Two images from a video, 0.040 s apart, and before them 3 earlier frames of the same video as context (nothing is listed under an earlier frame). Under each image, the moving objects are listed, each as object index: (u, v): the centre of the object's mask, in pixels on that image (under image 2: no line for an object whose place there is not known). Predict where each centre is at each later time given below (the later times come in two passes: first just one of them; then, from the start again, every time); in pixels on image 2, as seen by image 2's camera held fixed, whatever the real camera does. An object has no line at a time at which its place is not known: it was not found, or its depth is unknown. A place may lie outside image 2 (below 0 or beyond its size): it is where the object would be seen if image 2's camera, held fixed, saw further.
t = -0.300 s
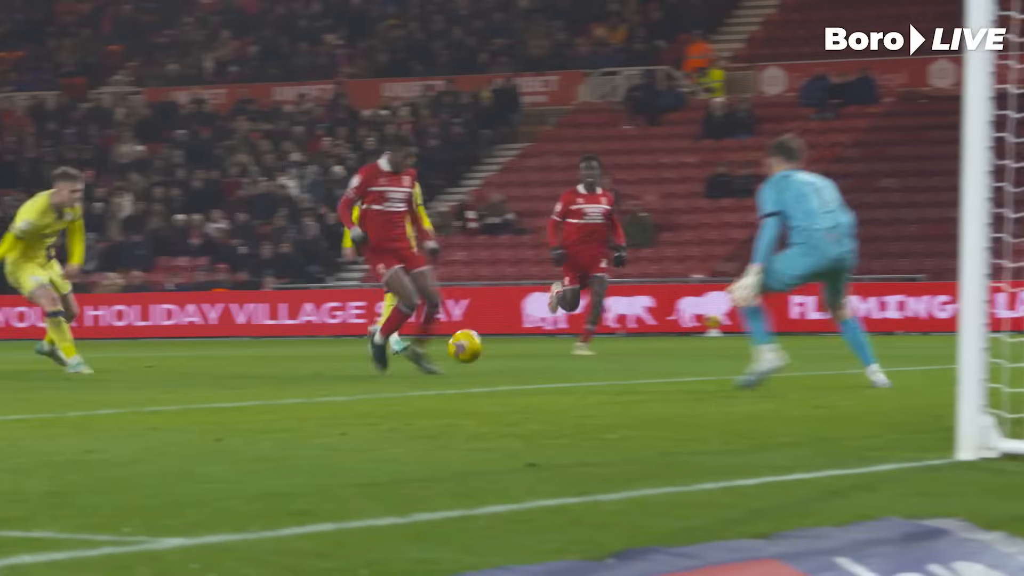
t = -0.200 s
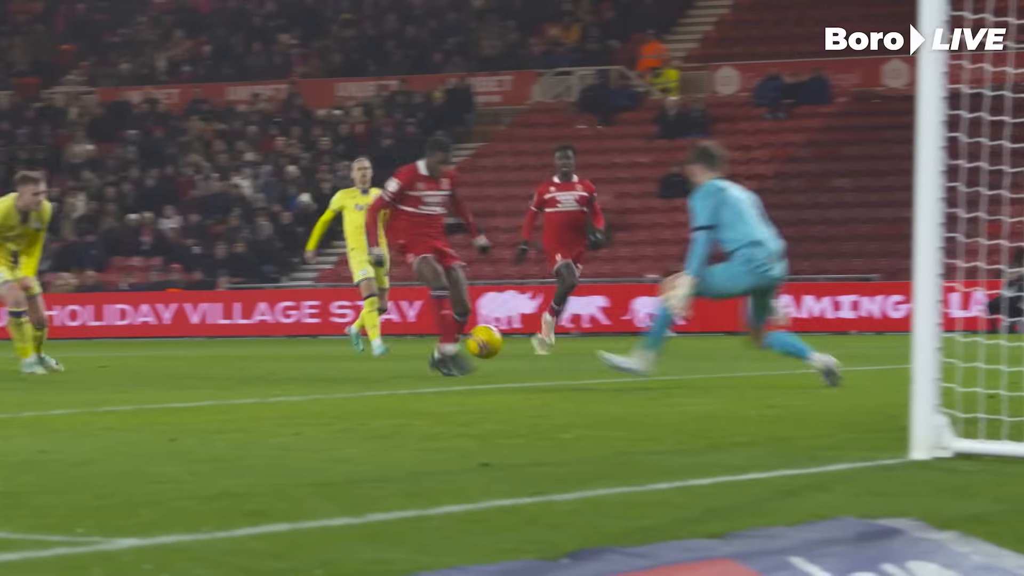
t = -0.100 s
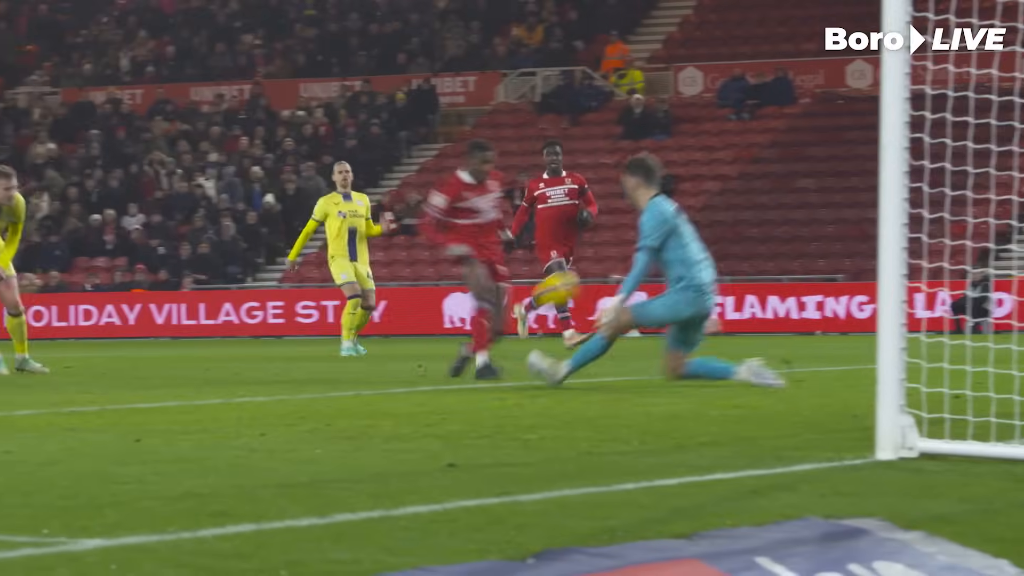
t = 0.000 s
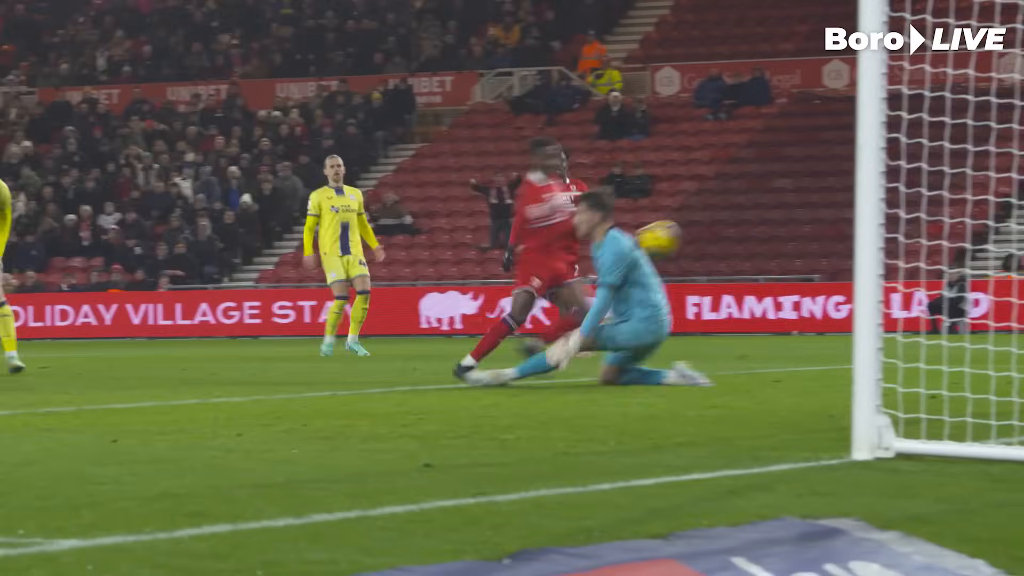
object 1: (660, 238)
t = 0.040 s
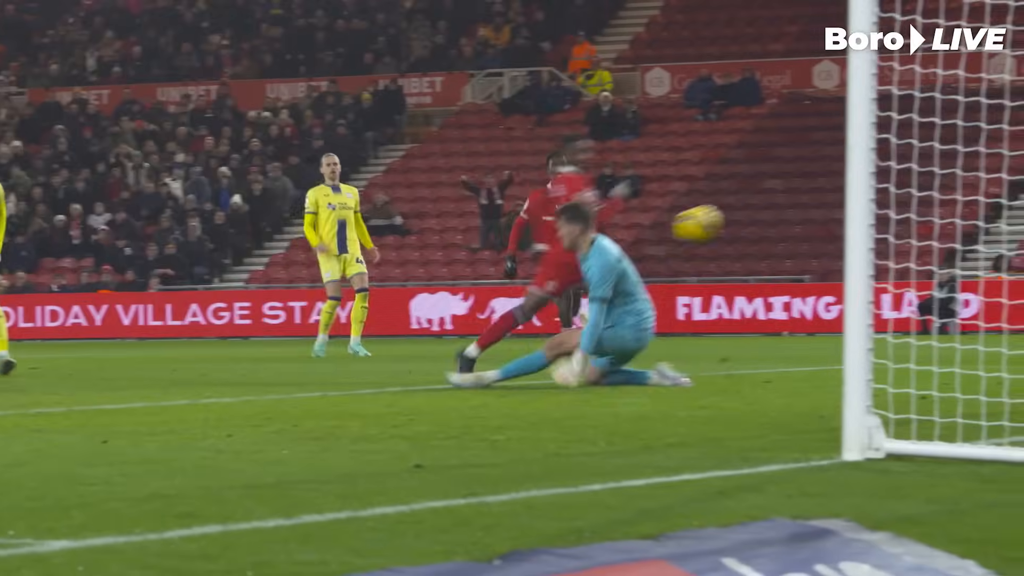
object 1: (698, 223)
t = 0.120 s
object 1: (804, 199)
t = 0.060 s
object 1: (725, 217)
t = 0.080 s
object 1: (751, 209)
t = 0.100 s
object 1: (777, 204)
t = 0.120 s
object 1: (804, 199)
